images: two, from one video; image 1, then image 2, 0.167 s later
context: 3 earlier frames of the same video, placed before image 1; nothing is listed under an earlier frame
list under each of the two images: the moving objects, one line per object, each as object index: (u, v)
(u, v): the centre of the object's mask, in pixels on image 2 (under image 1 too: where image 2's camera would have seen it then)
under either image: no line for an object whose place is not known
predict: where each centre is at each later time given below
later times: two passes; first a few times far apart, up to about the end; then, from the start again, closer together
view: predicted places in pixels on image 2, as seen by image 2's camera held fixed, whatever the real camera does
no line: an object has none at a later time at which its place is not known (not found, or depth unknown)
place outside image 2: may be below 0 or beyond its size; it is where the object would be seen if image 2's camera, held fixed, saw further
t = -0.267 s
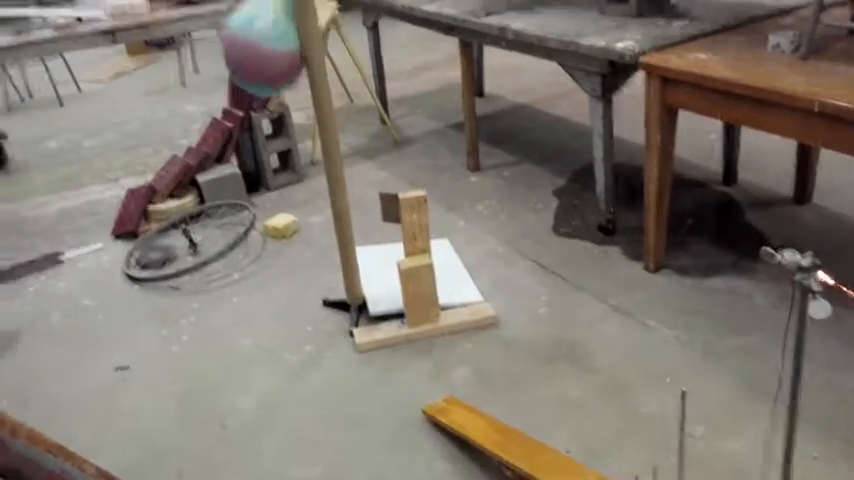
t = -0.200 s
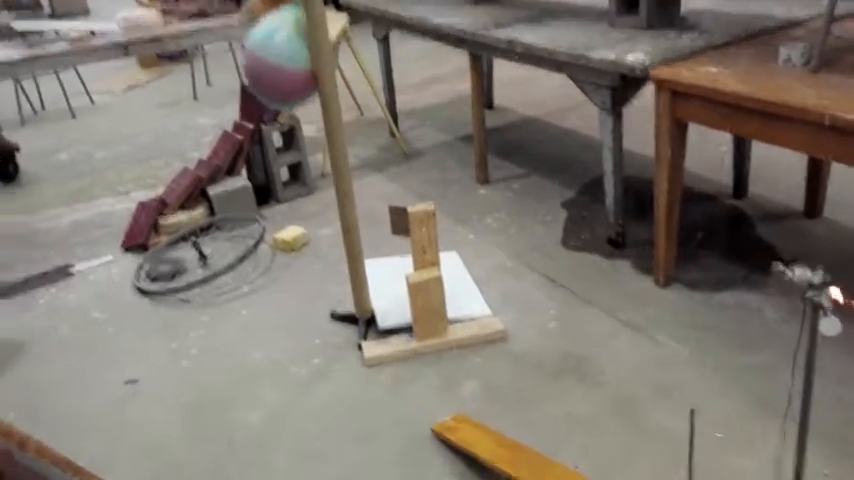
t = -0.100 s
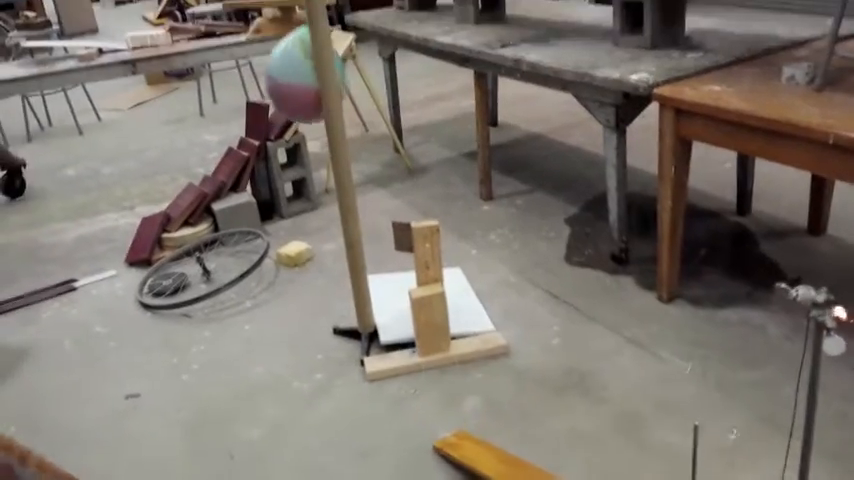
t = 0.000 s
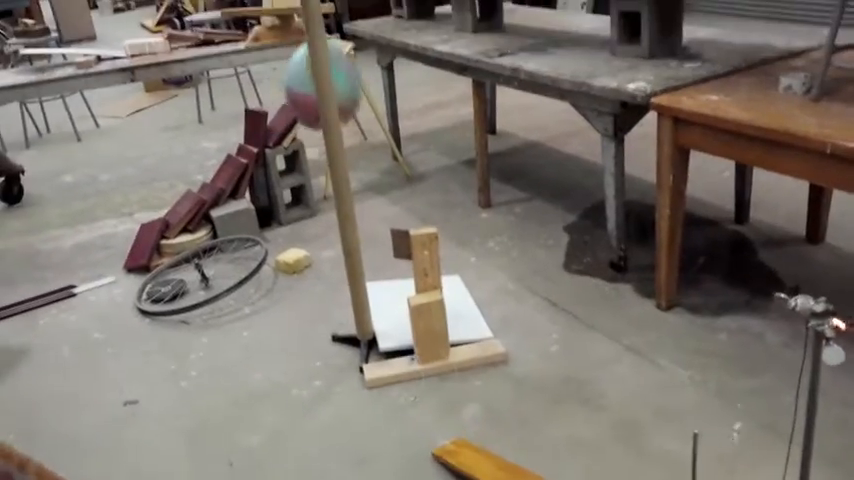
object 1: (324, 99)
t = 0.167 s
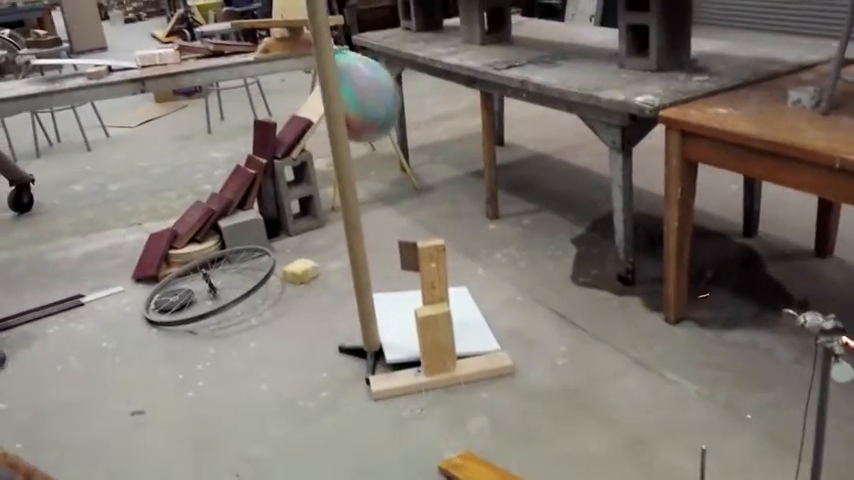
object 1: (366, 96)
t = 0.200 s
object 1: (369, 97)
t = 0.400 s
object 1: (387, 105)
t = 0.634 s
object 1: (385, 152)
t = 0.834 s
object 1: (354, 165)
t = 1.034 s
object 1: (307, 174)
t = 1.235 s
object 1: (284, 169)
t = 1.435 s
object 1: (294, 155)
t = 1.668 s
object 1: (329, 148)
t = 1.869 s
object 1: (382, 142)
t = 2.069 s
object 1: (413, 153)
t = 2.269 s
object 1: (415, 170)
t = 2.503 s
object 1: (380, 193)
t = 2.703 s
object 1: (331, 204)
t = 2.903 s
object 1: (291, 204)
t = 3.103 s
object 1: (274, 195)
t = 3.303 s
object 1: (286, 191)
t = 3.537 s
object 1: (320, 200)
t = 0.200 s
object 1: (369, 97)
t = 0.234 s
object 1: (373, 98)
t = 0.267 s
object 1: (376, 99)
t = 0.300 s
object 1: (379, 100)
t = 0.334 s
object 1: (382, 102)
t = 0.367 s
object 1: (384, 103)
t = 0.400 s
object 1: (387, 105)
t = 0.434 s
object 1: (389, 109)
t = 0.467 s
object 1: (392, 114)
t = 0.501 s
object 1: (395, 124)
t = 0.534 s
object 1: (393, 135)
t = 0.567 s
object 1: (390, 148)
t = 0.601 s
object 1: (390, 151)
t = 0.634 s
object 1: (385, 152)
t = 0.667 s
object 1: (383, 156)
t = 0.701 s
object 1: (378, 159)
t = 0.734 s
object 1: (372, 162)
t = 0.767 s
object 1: (366, 162)
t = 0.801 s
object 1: (360, 164)
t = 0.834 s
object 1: (354, 165)
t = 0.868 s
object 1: (348, 166)
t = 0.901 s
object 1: (337, 168)
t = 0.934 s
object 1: (327, 168)
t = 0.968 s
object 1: (319, 171)
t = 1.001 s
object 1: (312, 173)
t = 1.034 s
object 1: (307, 174)
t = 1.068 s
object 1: (303, 173)
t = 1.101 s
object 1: (299, 174)
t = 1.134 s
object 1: (293, 173)
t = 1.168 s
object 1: (289, 171)
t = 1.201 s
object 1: (285, 171)
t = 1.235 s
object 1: (284, 169)
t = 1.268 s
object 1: (285, 168)
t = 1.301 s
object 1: (286, 166)
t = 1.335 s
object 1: (287, 164)
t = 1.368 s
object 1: (288, 161)
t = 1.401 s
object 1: (291, 157)
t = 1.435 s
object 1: (294, 155)
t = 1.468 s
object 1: (297, 152)
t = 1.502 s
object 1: (300, 150)
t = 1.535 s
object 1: (304, 149)
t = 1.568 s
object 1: (308, 149)
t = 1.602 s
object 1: (318, 148)
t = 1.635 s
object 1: (328, 147)
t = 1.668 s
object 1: (329, 148)
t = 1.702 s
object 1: (349, 143)
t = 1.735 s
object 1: (357, 141)
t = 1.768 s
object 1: (367, 141)
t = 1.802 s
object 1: (374, 141)
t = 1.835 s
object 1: (378, 142)
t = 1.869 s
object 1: (382, 142)
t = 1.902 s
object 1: (387, 143)
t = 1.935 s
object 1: (393, 146)
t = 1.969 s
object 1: (398, 147)
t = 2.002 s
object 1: (404, 149)
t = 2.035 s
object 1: (410, 151)
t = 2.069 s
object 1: (413, 153)
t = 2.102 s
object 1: (415, 156)
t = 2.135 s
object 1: (415, 157)
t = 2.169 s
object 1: (416, 161)
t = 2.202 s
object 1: (416, 164)
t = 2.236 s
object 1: (415, 167)
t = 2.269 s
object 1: (415, 170)
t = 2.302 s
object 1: (413, 173)
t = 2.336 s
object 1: (409, 177)
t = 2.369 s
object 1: (405, 177)
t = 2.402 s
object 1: (399, 181)
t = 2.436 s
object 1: (394, 186)
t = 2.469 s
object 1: (388, 189)
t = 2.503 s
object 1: (380, 193)
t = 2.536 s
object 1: (375, 195)
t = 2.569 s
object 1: (366, 198)
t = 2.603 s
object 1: (358, 200)
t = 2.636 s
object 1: (349, 202)
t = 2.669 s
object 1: (339, 203)
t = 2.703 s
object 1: (331, 204)
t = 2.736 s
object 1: (321, 204)
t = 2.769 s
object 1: (314, 205)
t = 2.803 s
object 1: (308, 204)
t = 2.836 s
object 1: (302, 205)
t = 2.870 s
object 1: (297, 205)
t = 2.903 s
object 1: (291, 204)
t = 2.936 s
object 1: (286, 203)
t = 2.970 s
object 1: (282, 202)
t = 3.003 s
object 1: (280, 200)
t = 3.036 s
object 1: (278, 199)
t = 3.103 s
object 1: (274, 195)
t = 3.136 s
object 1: (275, 193)
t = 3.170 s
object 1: (277, 192)
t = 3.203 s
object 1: (278, 190)
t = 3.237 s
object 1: (280, 188)
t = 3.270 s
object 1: (282, 188)
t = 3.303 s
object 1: (286, 191)
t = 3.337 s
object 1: (287, 193)
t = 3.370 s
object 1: (290, 199)
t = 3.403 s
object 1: (296, 205)
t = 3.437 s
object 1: (307, 209)
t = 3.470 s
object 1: (311, 207)
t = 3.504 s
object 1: (314, 203)
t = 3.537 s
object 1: (320, 200)
